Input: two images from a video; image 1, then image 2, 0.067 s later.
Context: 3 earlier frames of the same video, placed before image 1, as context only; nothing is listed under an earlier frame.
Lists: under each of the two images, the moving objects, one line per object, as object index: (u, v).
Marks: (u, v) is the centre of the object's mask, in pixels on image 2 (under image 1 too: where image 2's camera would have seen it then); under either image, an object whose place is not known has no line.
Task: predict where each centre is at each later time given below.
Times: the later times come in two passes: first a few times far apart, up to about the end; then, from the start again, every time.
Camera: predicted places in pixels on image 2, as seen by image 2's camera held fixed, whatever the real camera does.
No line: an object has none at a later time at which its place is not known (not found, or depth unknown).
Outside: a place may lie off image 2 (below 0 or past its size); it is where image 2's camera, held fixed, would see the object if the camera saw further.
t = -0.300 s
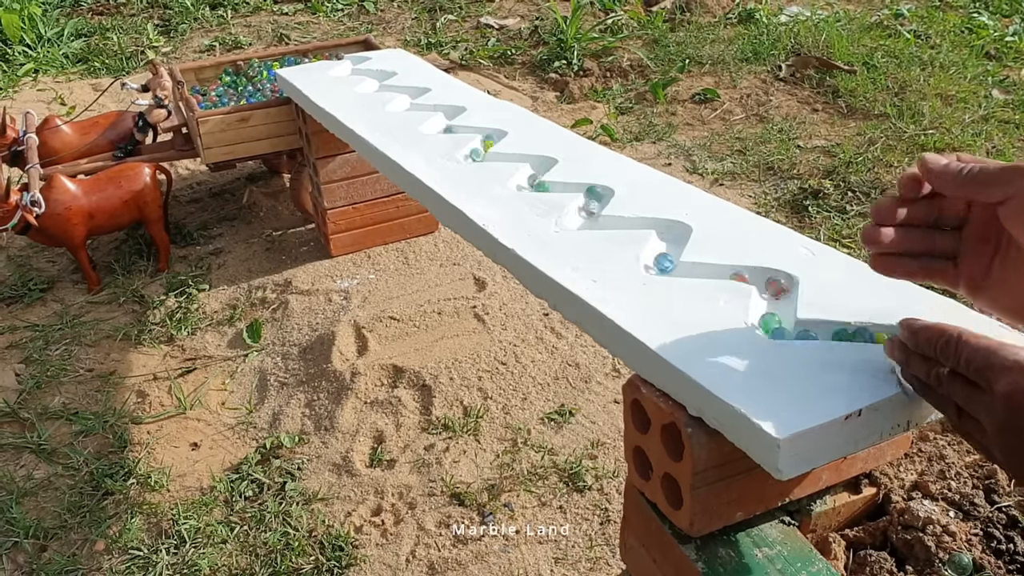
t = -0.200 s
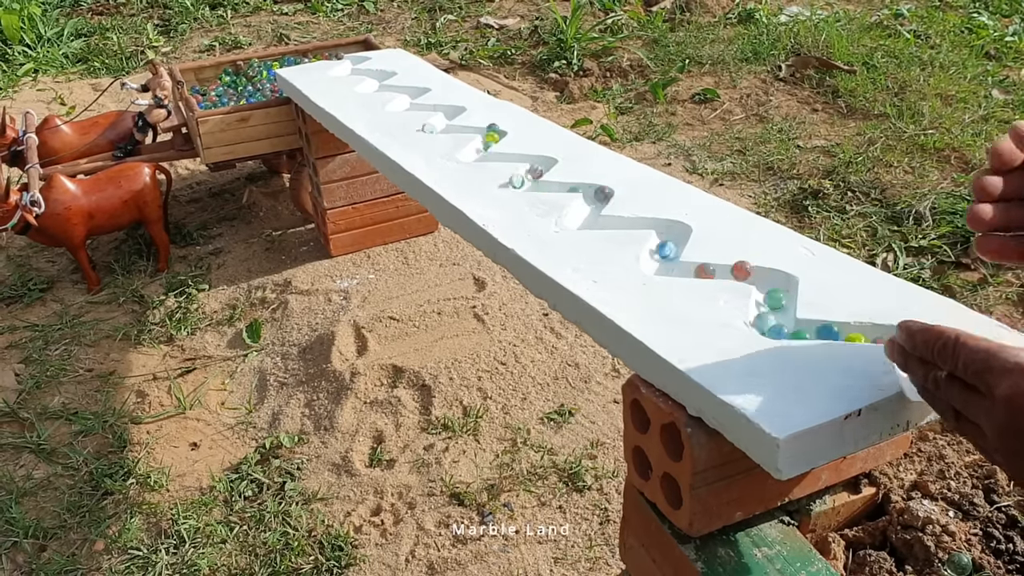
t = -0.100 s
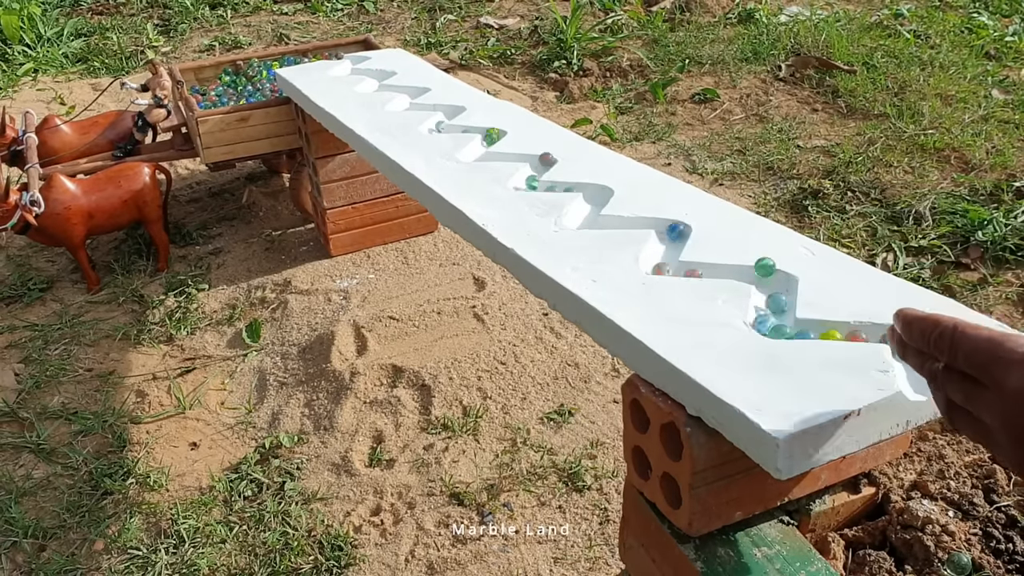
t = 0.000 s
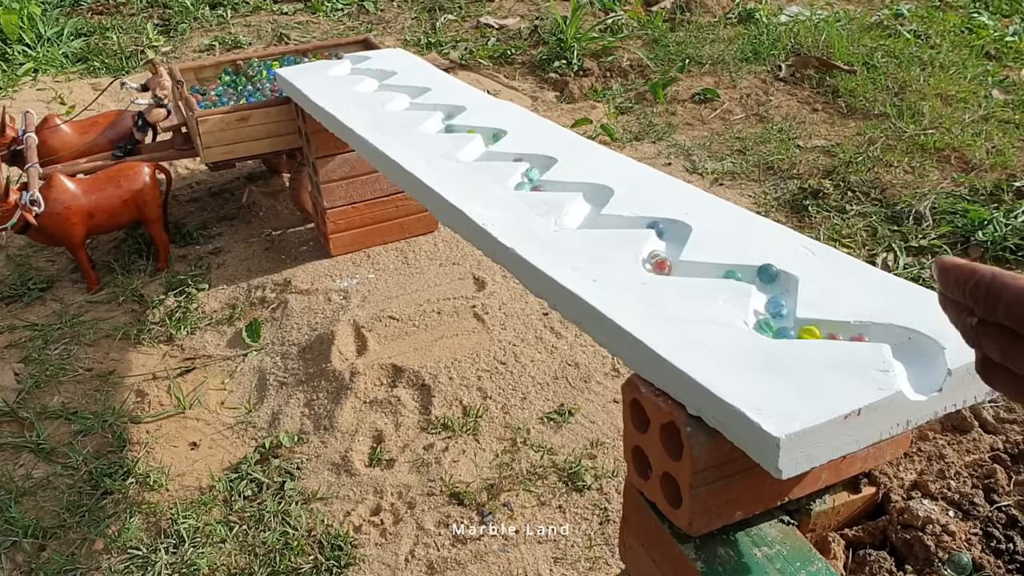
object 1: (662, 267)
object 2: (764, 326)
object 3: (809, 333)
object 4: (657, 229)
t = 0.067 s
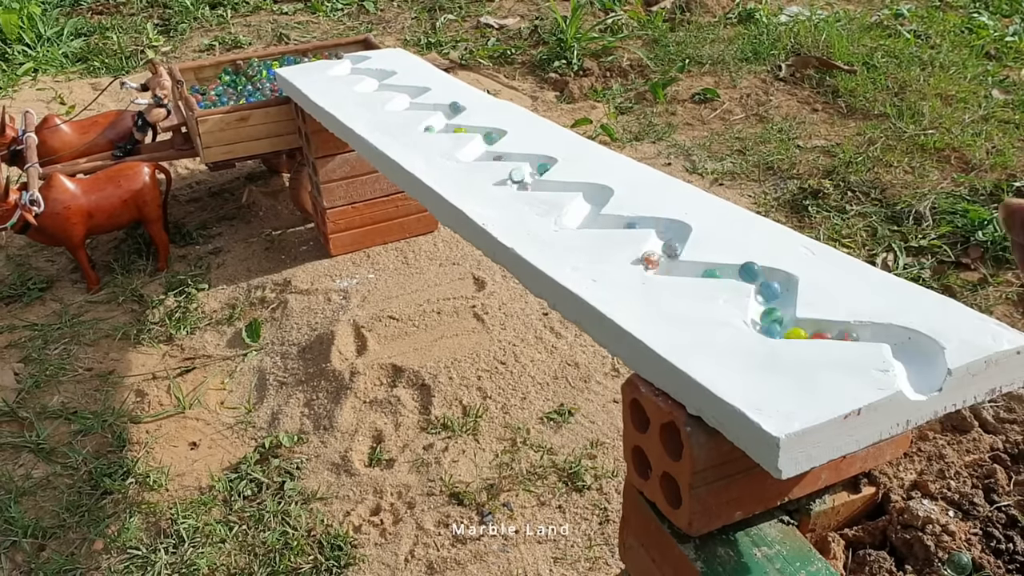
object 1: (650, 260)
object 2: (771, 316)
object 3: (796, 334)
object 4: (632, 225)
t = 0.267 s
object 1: (663, 242)
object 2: (765, 267)
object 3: (767, 317)
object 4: (572, 214)
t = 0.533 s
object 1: (620, 225)
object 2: (668, 268)
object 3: (754, 275)
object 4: (595, 200)
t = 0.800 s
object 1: (593, 211)
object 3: (664, 269)
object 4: (532, 187)
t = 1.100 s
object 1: (577, 190)
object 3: (674, 234)
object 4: (540, 168)
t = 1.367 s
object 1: (525, 183)
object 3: (591, 224)
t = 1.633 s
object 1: (527, 160)
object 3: (588, 210)
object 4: (482, 150)
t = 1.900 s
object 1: (468, 157)
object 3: (561, 189)
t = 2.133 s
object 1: (487, 144)
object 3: (519, 185)
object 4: (428, 127)
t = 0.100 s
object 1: (654, 262)
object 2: (774, 310)
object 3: (788, 334)
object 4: (621, 225)
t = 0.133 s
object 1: (663, 261)
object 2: (774, 304)
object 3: (781, 333)
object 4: (611, 224)
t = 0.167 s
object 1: (667, 253)
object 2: (772, 297)
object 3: (773, 332)
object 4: (597, 223)
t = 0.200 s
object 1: (668, 253)
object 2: (770, 288)
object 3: (769, 330)
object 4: (581, 224)
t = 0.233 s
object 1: (664, 248)
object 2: (772, 279)
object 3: (765, 324)
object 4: (575, 218)
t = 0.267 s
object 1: (663, 242)
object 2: (765, 267)
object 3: (767, 317)
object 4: (572, 214)
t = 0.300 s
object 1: (667, 240)
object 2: (754, 267)
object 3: (774, 313)
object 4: (574, 213)
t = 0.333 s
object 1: (679, 234)
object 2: (742, 275)
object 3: (776, 307)
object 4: (580, 218)
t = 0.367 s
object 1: (677, 224)
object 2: (731, 275)
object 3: (776, 300)
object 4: (590, 215)
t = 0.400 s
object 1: (670, 224)
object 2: (721, 273)
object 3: (773, 291)
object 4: (593, 211)
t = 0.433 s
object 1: (659, 229)
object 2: (710, 273)
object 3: (774, 285)
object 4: (592, 213)
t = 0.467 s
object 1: (644, 226)
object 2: (698, 270)
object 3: (772, 279)
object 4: (590, 207)
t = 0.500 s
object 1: (632, 226)
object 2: (684, 268)
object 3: (766, 275)
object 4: (589, 201)
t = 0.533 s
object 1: (620, 225)
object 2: (668, 268)
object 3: (754, 275)
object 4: (595, 200)
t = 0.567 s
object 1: (606, 224)
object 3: (740, 275)
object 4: (603, 194)
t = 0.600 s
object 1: (591, 224)
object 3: (724, 274)
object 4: (602, 189)
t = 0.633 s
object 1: (577, 223)
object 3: (711, 274)
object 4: (595, 188)
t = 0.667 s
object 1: (574, 216)
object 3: (695, 273)
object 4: (584, 191)
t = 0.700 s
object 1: (574, 213)
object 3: (683, 270)
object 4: (569, 188)
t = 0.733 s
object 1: (577, 218)
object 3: (674, 269)
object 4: (557, 188)
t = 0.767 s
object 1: (589, 217)
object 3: (669, 269)
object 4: (546, 188)
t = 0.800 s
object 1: (593, 211)
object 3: (664, 269)
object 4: (532, 187)
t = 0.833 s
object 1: (593, 211)
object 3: (659, 268)
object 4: (519, 185)
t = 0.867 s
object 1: (592, 208)
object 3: (656, 267)
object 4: (517, 179)
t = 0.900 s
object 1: (592, 200)
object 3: (654, 264)
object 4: (519, 179)
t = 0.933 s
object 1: (596, 199)
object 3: (659, 258)
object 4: (525, 183)
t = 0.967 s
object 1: (603, 193)
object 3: (664, 255)
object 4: (532, 181)
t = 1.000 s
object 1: (600, 189)
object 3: (667, 253)
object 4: (535, 177)
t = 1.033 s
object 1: (595, 193)
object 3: (670, 247)
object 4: (535, 175)
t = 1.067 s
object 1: (586, 194)
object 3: (670, 240)
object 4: (537, 171)
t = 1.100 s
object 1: (577, 190)
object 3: (674, 234)
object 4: (540, 168)
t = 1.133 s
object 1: (566, 189)
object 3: (673, 225)
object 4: (546, 162)
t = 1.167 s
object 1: (557, 188)
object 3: (665, 220)
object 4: (542, 156)
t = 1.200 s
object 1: (547, 187)
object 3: (653, 222)
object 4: (536, 158)
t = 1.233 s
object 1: (535, 186)
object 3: (638, 225)
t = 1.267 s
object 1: (524, 187)
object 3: (623, 225)
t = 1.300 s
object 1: (520, 184)
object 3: (612, 224)
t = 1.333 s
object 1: (519, 184)
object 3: (602, 225)
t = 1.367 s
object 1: (525, 183)
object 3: (591, 224)
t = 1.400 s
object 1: (531, 178)
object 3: (585, 224)
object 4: (487, 156)
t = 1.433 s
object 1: (535, 177)
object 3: (578, 222)
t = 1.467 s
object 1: (538, 173)
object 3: (576, 220)
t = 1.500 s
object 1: (539, 169)
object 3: (577, 217)
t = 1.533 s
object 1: (543, 163)
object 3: (587, 216)
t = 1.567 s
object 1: (541, 156)
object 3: (590, 213)
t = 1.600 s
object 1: (535, 155)
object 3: (592, 212)
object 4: (479, 153)
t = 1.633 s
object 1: (527, 160)
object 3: (588, 210)
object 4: (482, 150)
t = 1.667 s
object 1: (516, 159)
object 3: (589, 203)
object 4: (482, 148)
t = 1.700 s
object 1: (505, 159)
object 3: (593, 199)
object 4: (483, 145)
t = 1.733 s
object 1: (499, 159)
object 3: (603, 196)
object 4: (486, 141)
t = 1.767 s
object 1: (491, 157)
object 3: (601, 187)
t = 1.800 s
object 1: (481, 156)
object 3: (593, 186)
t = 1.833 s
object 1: (474, 157)
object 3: (583, 191)
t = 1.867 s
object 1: (469, 157)
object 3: (570, 190)
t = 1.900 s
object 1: (468, 157)
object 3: (561, 189)
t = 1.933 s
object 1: (471, 157)
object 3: (554, 189)
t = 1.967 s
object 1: (473, 156)
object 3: (544, 187)
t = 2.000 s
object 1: (473, 154)
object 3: (532, 186)
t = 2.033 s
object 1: (475, 149)
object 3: (527, 187)
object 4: (453, 129)
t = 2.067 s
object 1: (479, 148)
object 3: (520, 186)
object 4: (444, 129)
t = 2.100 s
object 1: (483, 147)
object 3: (519, 186)
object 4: (434, 130)
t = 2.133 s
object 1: (487, 144)
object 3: (519, 185)
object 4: (428, 127)
